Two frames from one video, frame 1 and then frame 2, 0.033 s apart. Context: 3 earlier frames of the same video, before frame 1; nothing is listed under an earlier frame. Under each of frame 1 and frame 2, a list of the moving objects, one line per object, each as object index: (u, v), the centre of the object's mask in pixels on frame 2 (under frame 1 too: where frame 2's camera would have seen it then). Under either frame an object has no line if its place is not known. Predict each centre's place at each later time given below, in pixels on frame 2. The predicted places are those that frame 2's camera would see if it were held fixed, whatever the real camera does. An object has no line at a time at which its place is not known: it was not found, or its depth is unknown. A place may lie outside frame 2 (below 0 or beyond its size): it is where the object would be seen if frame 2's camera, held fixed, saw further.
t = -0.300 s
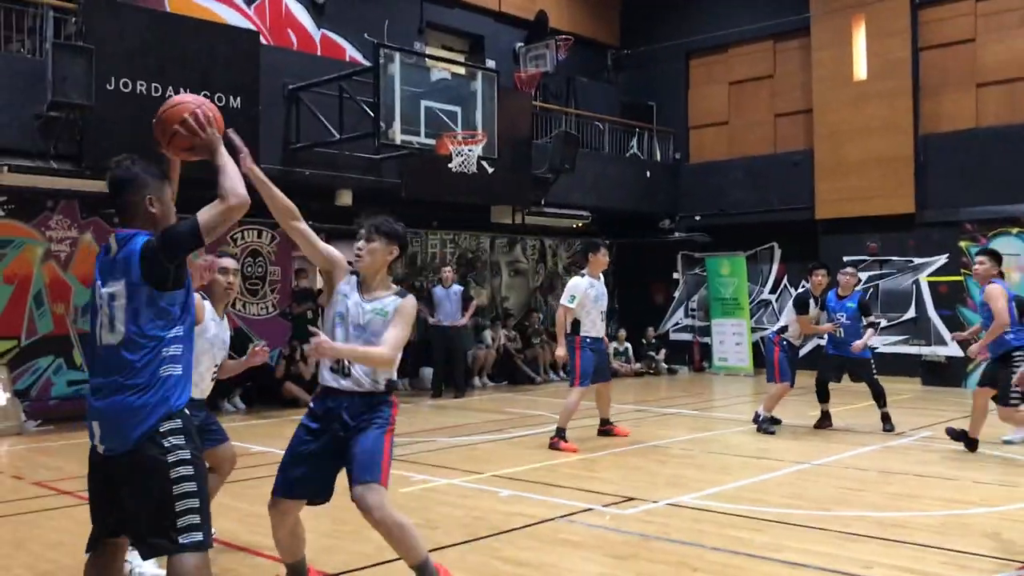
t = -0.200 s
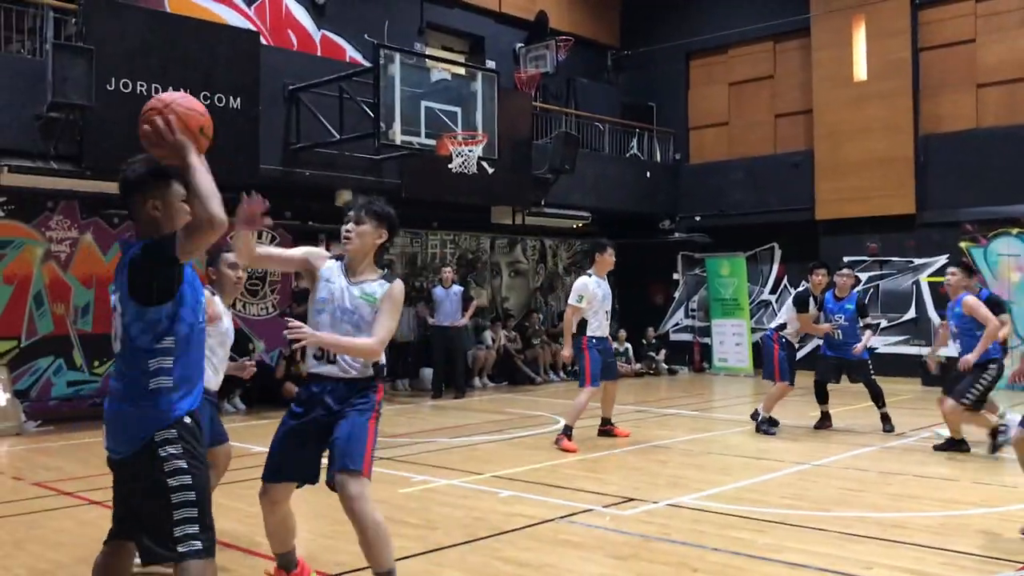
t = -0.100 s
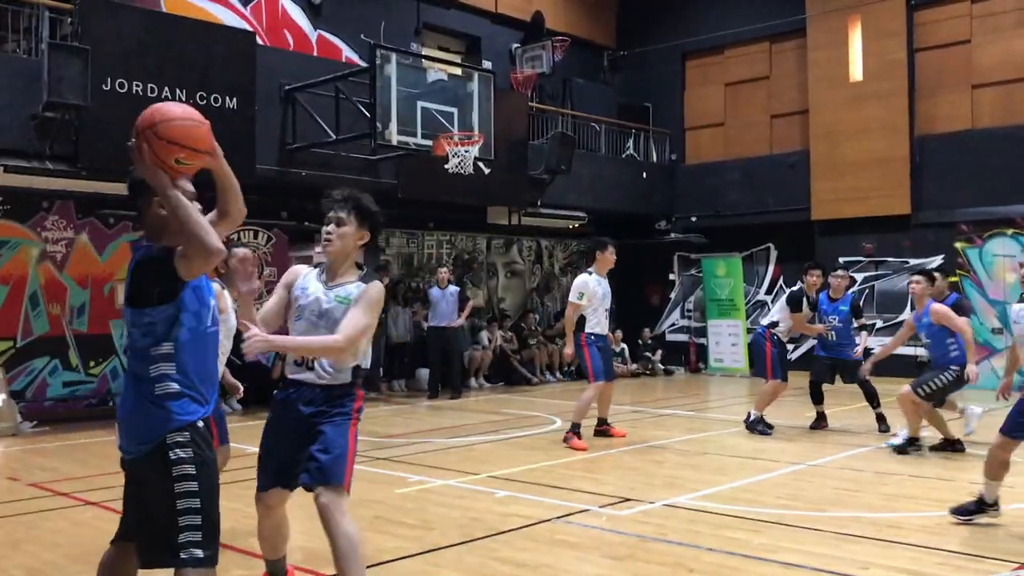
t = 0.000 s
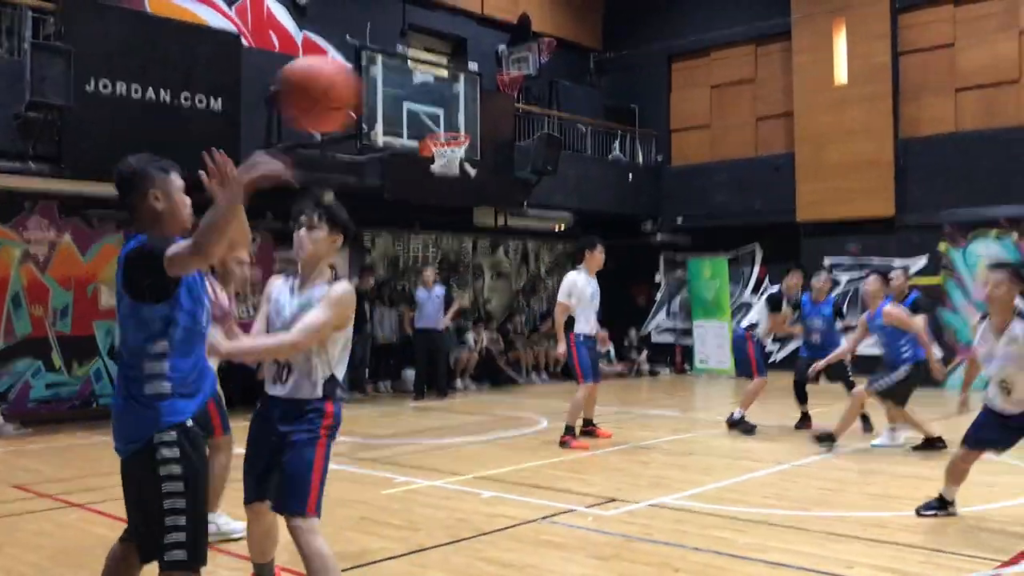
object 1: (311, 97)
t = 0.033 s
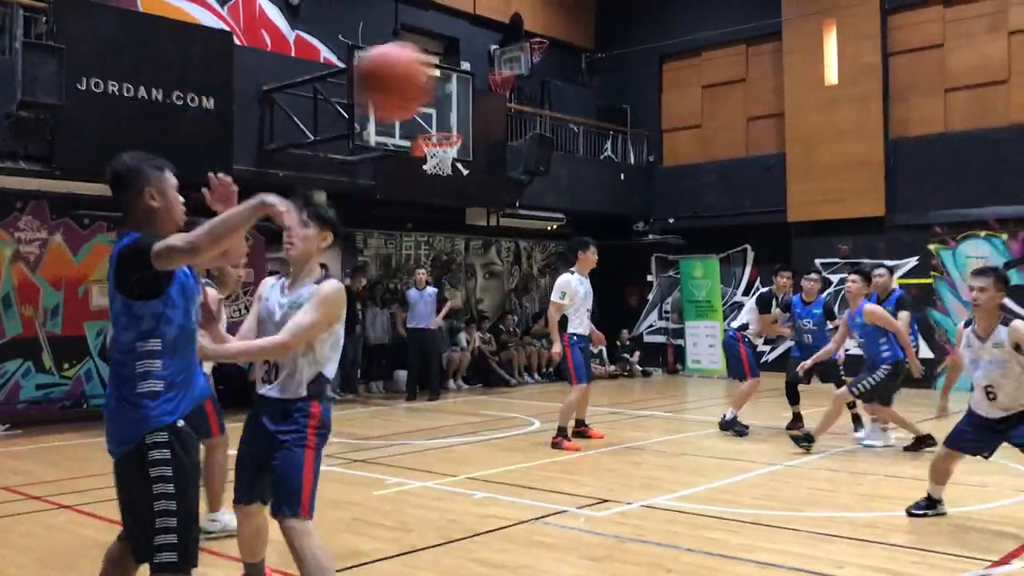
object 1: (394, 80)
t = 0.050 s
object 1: (434, 76)
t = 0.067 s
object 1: (475, 73)
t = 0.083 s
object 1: (514, 71)
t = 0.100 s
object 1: (553, 69)
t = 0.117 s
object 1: (591, 68)
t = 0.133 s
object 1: (629, 67)
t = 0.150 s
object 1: (667, 66)
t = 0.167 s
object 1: (707, 67)
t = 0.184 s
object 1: (746, 71)
